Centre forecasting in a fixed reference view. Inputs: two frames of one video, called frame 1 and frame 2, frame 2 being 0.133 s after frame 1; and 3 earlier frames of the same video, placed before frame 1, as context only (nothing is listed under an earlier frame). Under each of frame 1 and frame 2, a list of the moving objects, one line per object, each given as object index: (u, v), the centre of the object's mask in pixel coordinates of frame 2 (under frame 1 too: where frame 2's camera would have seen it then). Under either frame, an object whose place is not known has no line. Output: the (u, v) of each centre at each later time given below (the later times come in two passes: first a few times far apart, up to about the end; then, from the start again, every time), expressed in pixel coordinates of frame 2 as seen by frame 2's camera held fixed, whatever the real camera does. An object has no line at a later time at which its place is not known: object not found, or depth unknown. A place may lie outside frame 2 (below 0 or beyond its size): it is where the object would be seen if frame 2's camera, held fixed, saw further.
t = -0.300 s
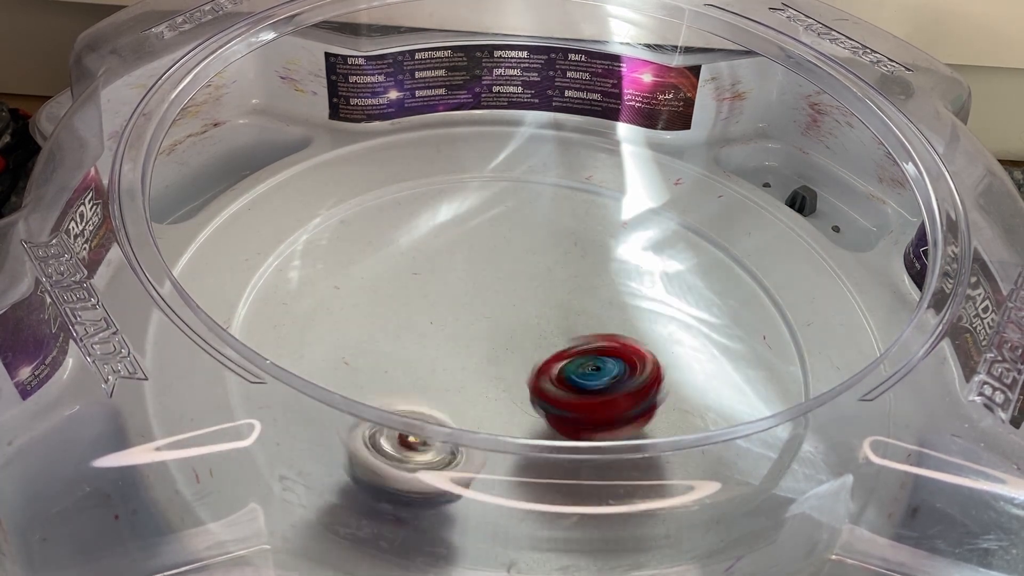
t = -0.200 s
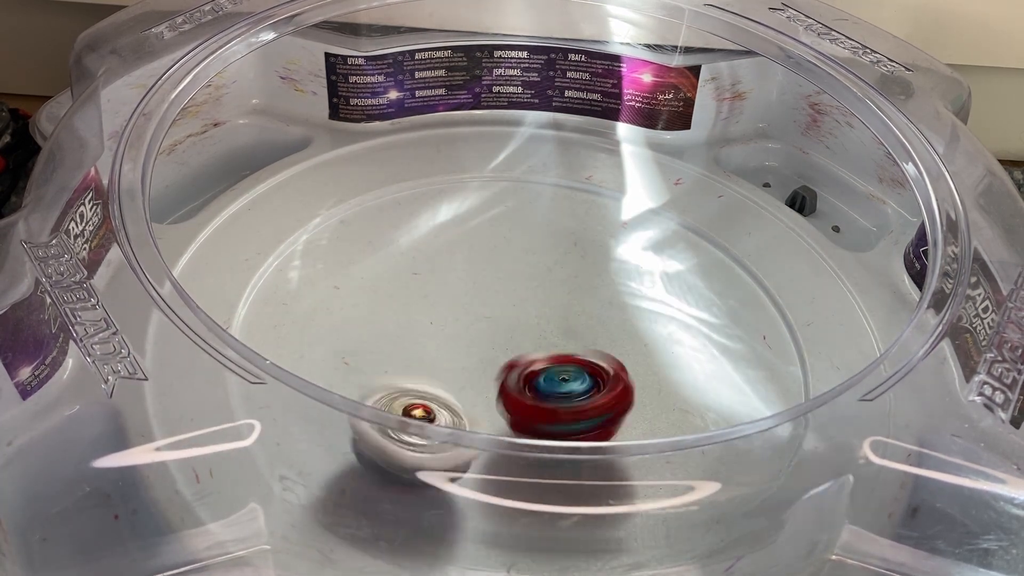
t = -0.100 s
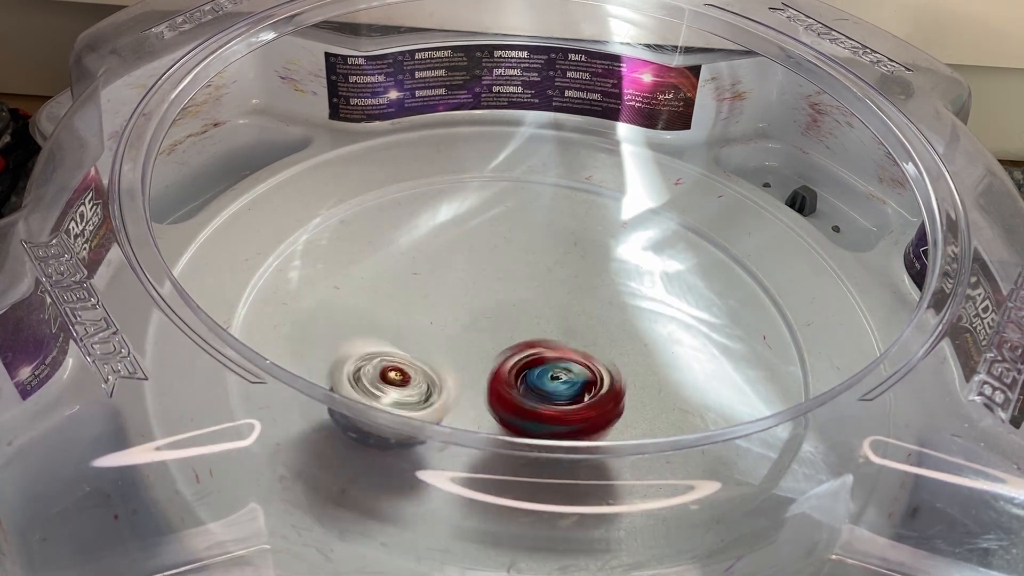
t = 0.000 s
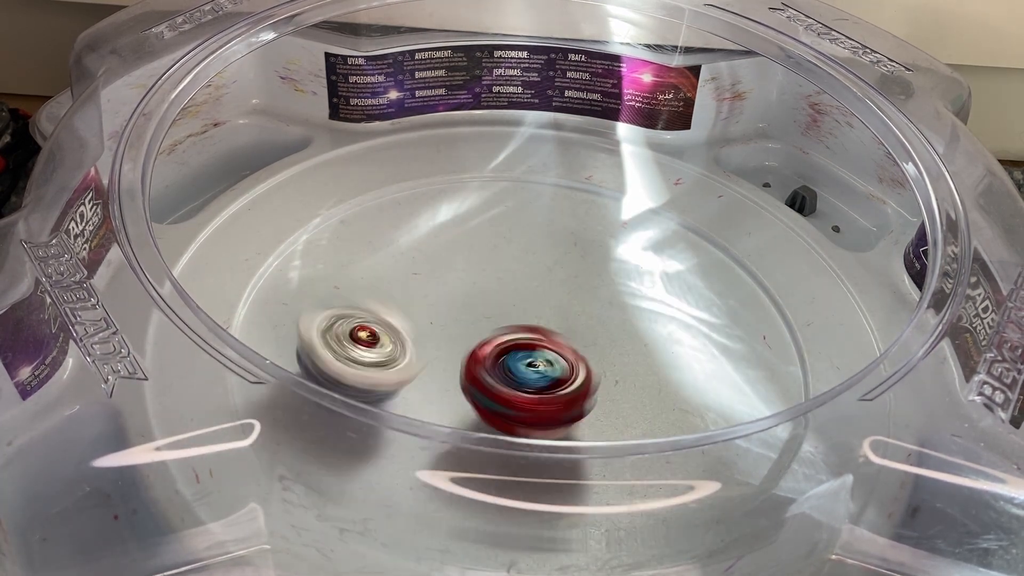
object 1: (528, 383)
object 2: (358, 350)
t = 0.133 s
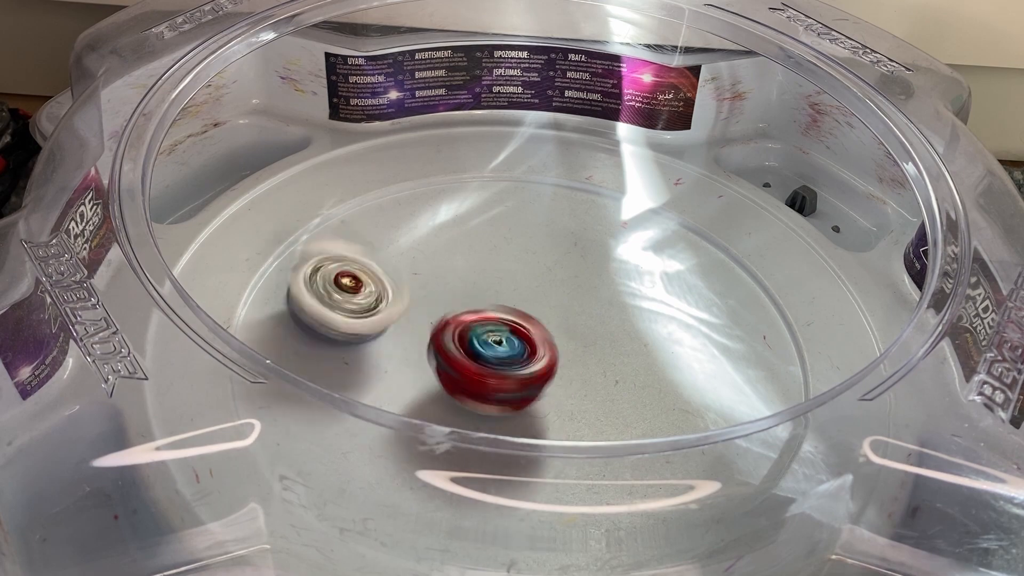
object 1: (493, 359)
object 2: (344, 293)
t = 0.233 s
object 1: (471, 338)
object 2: (351, 261)
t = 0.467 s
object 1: (455, 304)
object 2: (412, 195)
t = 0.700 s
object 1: (482, 295)
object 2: (501, 163)
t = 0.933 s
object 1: (544, 300)
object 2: (598, 203)
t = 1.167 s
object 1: (533, 337)
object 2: (713, 248)
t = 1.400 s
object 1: (503, 374)
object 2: (703, 325)
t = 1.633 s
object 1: (432, 353)
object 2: (669, 427)
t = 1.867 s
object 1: (440, 320)
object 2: (665, 404)
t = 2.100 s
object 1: (468, 286)
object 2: (559, 386)
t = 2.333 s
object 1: (508, 295)
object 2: (473, 387)
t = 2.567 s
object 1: (548, 322)
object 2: (480, 390)
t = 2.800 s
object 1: (557, 337)
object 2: (477, 391)
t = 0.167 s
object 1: (485, 352)
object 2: (343, 282)
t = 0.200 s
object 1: (477, 345)
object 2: (346, 271)
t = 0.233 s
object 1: (471, 338)
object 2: (351, 261)
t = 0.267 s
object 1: (466, 331)
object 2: (358, 252)
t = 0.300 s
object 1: (460, 323)
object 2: (366, 243)
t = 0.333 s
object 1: (456, 318)
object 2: (377, 236)
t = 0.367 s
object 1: (455, 313)
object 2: (389, 226)
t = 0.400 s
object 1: (452, 309)
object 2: (396, 214)
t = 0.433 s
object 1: (452, 307)
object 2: (404, 205)
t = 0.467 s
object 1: (455, 304)
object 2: (412, 195)
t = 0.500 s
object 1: (455, 301)
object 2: (421, 186)
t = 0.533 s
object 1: (456, 300)
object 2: (432, 179)
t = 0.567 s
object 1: (462, 298)
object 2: (444, 173)
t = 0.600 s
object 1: (465, 297)
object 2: (457, 168)
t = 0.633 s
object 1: (470, 297)
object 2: (473, 165)
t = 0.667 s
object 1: (479, 296)
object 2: (486, 163)
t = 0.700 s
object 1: (482, 295)
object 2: (501, 163)
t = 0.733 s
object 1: (490, 296)
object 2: (517, 165)
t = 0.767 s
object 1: (499, 295)
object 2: (532, 167)
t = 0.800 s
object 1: (505, 295)
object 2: (546, 171)
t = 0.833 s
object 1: (515, 296)
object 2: (561, 178)
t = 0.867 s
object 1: (525, 297)
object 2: (573, 185)
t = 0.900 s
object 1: (533, 298)
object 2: (585, 194)
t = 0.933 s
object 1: (544, 300)
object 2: (598, 203)
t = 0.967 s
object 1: (553, 300)
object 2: (614, 211)
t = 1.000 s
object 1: (561, 301)
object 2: (626, 221)
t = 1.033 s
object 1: (560, 307)
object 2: (650, 230)
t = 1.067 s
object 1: (549, 315)
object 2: (675, 230)
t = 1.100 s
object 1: (542, 323)
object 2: (694, 236)
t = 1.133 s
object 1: (538, 330)
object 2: (705, 241)
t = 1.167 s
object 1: (533, 337)
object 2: (713, 248)
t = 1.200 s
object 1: (531, 342)
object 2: (722, 254)
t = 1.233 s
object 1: (526, 348)
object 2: (728, 265)
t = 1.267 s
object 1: (521, 355)
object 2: (730, 276)
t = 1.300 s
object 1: (517, 359)
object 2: (730, 287)
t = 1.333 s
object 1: (513, 365)
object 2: (721, 300)
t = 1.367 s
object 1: (509, 369)
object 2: (719, 314)
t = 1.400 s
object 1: (503, 374)
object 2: (703, 325)
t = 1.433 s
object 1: (501, 378)
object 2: (690, 335)
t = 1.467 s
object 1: (498, 380)
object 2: (666, 352)
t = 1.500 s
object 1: (494, 381)
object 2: (641, 367)
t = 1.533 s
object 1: (486, 379)
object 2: (618, 378)
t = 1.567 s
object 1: (460, 371)
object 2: (633, 394)
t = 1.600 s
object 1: (442, 361)
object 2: (654, 401)
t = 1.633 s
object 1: (432, 353)
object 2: (669, 427)
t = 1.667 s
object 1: (430, 349)
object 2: (681, 430)
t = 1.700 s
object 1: (427, 343)
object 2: (690, 428)
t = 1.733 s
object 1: (428, 338)
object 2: (692, 425)
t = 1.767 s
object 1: (427, 333)
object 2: (688, 421)
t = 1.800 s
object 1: (431, 327)
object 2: (680, 415)
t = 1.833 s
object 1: (435, 324)
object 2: (672, 402)
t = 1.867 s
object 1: (440, 320)
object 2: (665, 404)
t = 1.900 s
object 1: (447, 318)
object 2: (658, 399)
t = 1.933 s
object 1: (454, 315)
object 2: (640, 390)
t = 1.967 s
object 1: (463, 316)
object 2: (622, 381)
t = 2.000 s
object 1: (470, 316)
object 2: (603, 375)
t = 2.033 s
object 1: (477, 316)
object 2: (581, 371)
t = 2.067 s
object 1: (472, 299)
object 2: (567, 381)
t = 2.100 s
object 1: (468, 286)
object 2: (559, 386)
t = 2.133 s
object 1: (472, 278)
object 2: (561, 393)
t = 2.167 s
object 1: (481, 277)
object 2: (556, 393)
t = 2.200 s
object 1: (491, 281)
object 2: (544, 392)
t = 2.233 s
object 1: (494, 285)
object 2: (528, 394)
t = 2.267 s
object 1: (497, 291)
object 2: (506, 396)
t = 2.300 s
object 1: (499, 297)
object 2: (491, 390)
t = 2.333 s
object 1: (508, 295)
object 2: (473, 387)
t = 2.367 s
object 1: (523, 291)
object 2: (457, 387)
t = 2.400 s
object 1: (532, 293)
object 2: (449, 386)
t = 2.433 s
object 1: (536, 299)
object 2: (449, 386)
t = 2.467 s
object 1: (538, 304)
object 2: (455, 387)
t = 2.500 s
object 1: (543, 309)
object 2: (461, 388)
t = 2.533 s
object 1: (545, 315)
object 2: (471, 390)
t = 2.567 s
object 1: (548, 322)
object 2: (480, 390)
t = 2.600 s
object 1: (552, 326)
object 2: (484, 389)
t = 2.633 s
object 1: (557, 328)
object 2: (482, 391)
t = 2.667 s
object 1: (557, 331)
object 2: (476, 392)
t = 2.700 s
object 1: (555, 334)
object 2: (473, 392)
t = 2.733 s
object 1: (554, 336)
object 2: (473, 392)
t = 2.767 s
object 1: (553, 336)
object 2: (476, 391)
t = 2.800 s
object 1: (557, 337)
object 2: (477, 391)
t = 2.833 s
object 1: (562, 341)
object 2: (479, 391)
